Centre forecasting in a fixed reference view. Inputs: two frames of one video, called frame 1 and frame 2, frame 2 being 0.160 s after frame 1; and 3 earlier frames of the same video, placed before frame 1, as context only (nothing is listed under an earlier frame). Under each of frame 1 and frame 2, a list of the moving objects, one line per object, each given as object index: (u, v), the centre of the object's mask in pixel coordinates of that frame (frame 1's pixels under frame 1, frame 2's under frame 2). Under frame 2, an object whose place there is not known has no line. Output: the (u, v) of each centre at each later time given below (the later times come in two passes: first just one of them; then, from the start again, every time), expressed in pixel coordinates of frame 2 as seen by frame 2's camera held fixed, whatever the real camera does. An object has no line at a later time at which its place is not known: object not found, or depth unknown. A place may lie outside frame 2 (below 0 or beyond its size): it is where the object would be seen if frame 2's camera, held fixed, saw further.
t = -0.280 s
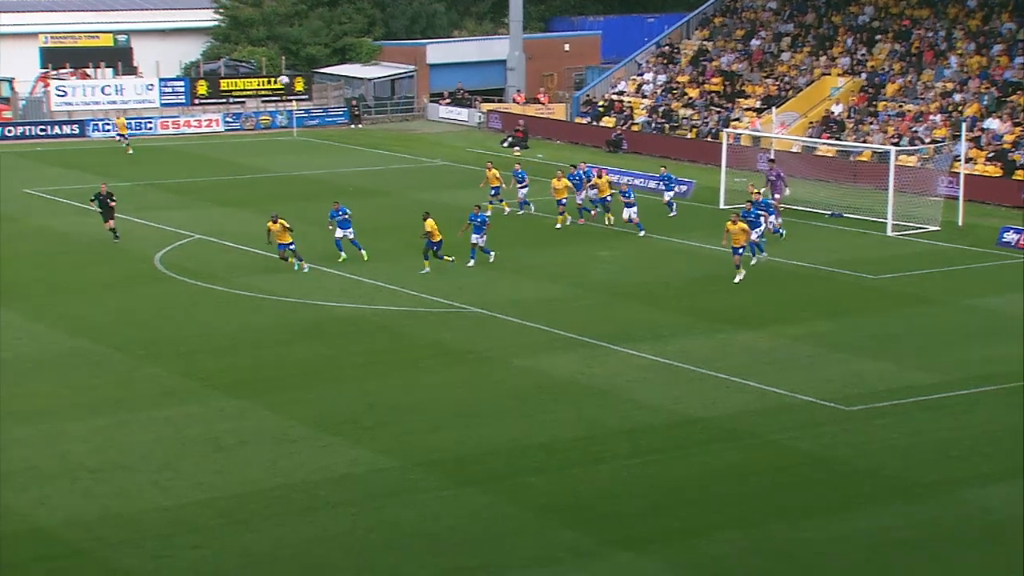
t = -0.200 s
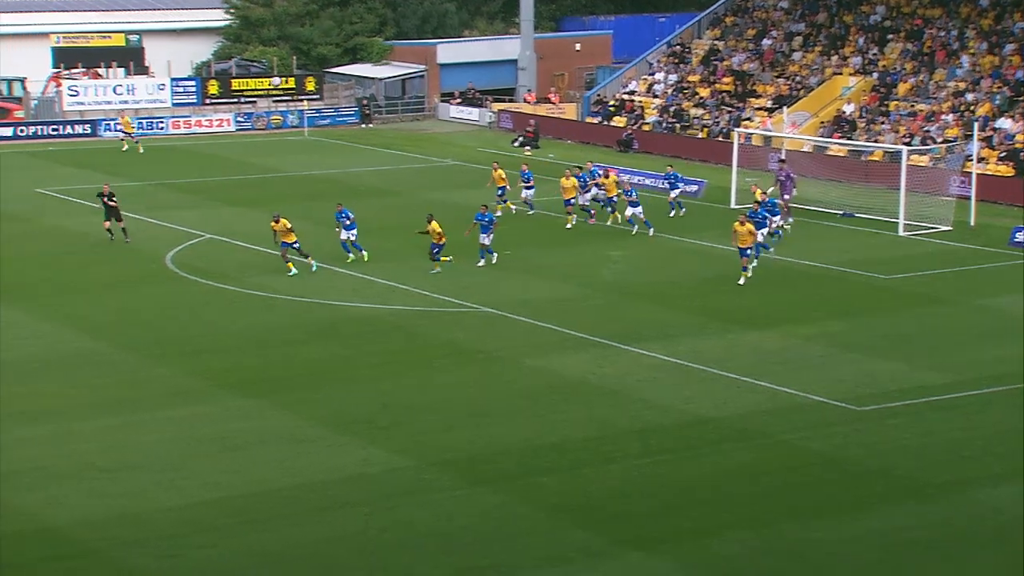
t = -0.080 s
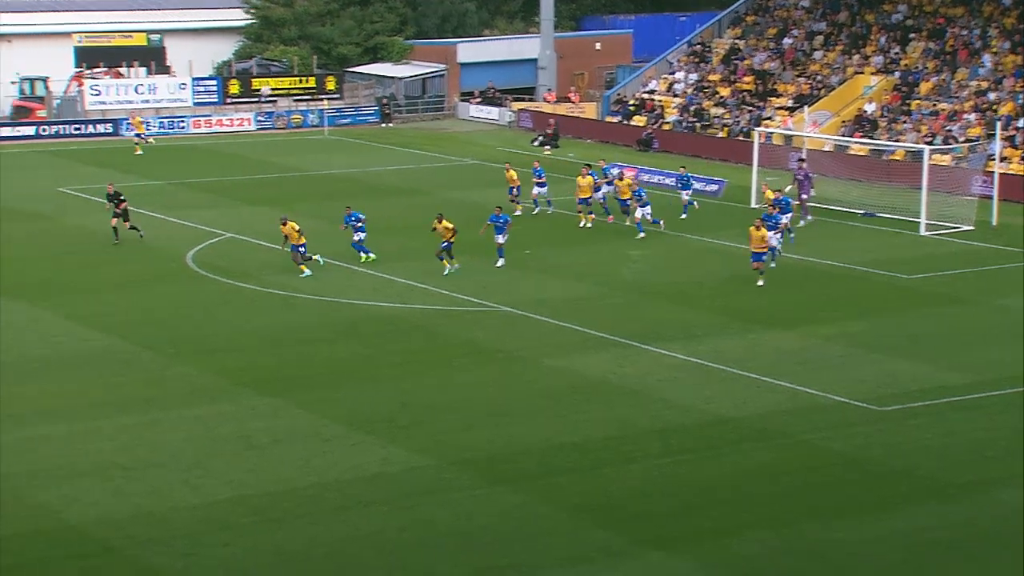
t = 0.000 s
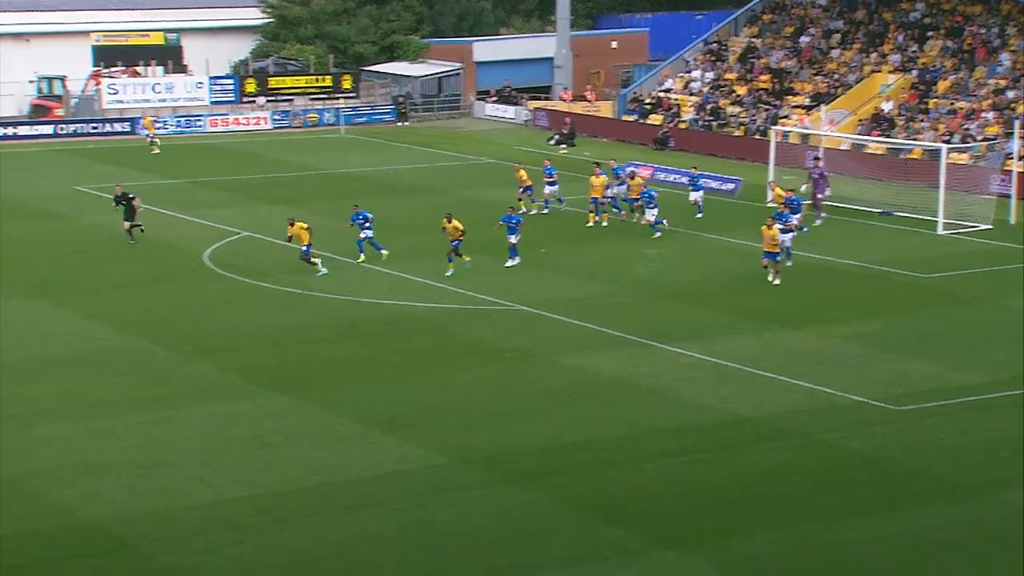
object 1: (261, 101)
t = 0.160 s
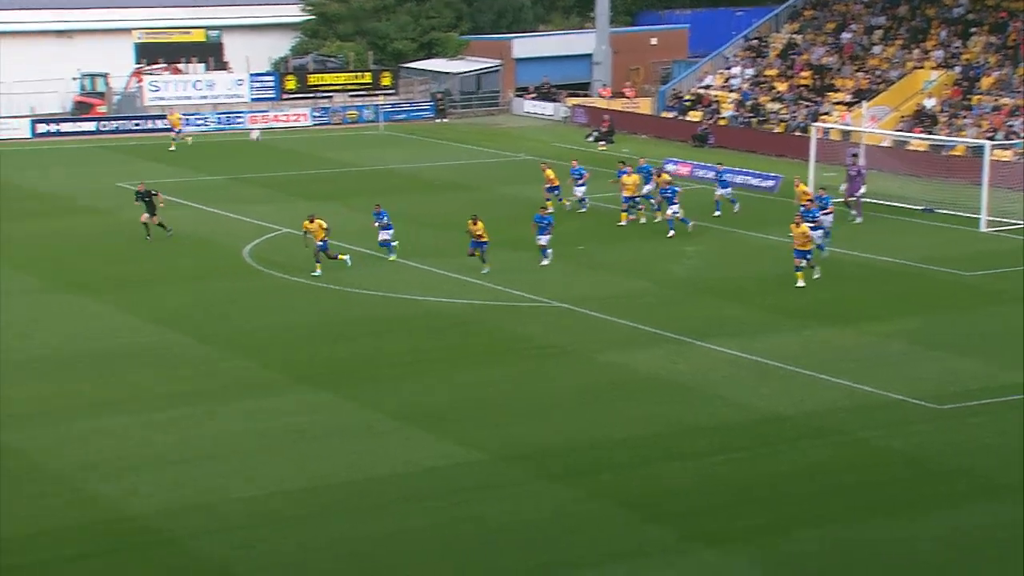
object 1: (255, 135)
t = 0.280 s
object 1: (219, 177)
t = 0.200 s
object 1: (243, 148)
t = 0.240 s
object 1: (231, 162)
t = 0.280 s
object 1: (219, 177)
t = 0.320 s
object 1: (206, 193)
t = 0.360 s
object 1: (193, 211)
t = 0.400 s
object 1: (178, 230)
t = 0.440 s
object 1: (165, 251)
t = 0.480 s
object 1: (153, 273)
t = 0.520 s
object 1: (140, 296)
